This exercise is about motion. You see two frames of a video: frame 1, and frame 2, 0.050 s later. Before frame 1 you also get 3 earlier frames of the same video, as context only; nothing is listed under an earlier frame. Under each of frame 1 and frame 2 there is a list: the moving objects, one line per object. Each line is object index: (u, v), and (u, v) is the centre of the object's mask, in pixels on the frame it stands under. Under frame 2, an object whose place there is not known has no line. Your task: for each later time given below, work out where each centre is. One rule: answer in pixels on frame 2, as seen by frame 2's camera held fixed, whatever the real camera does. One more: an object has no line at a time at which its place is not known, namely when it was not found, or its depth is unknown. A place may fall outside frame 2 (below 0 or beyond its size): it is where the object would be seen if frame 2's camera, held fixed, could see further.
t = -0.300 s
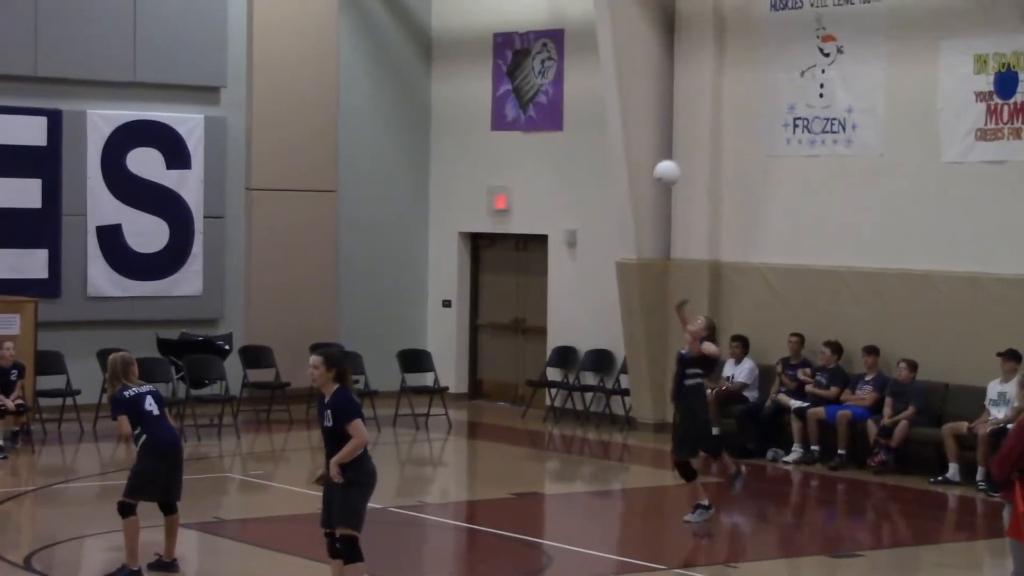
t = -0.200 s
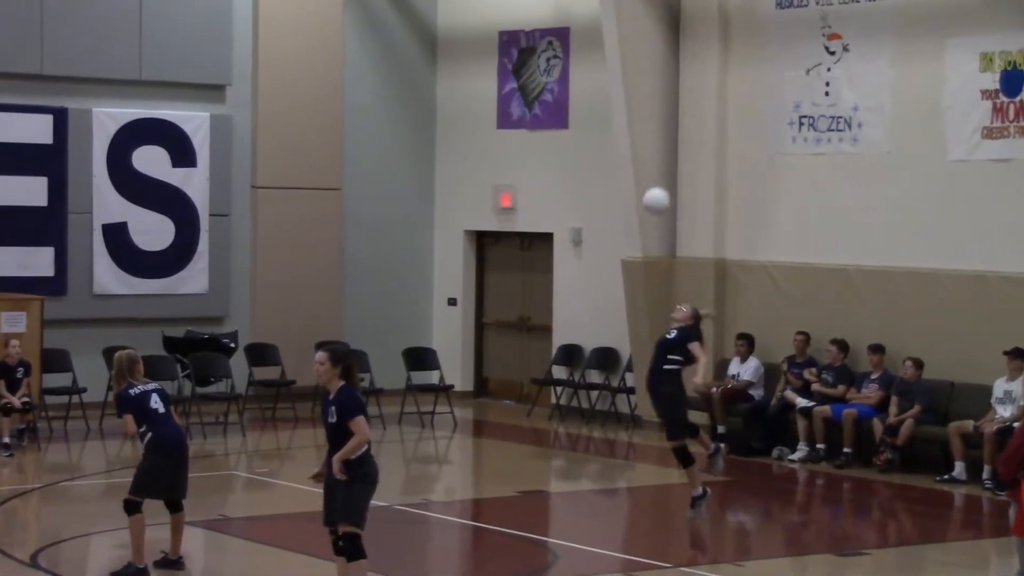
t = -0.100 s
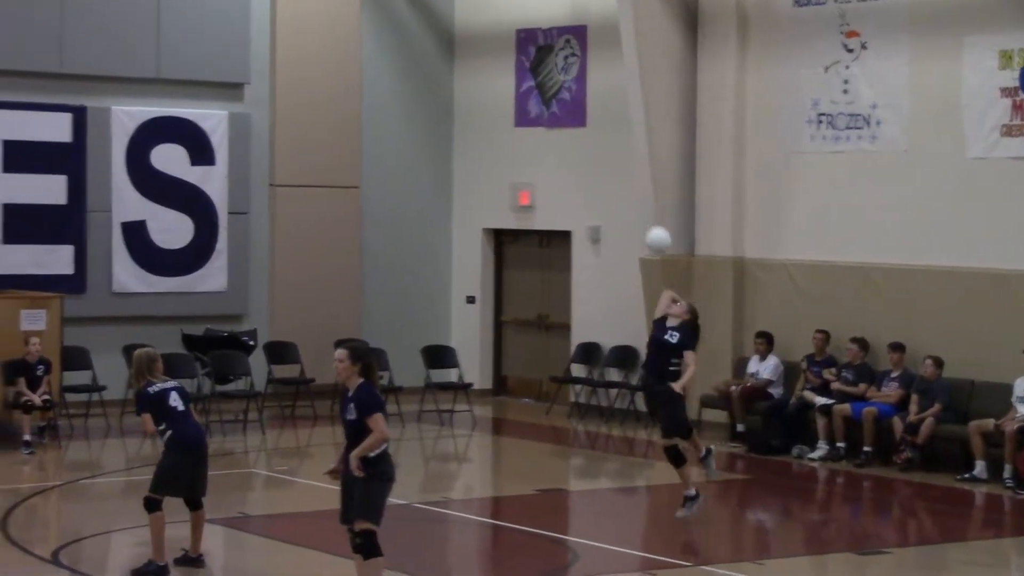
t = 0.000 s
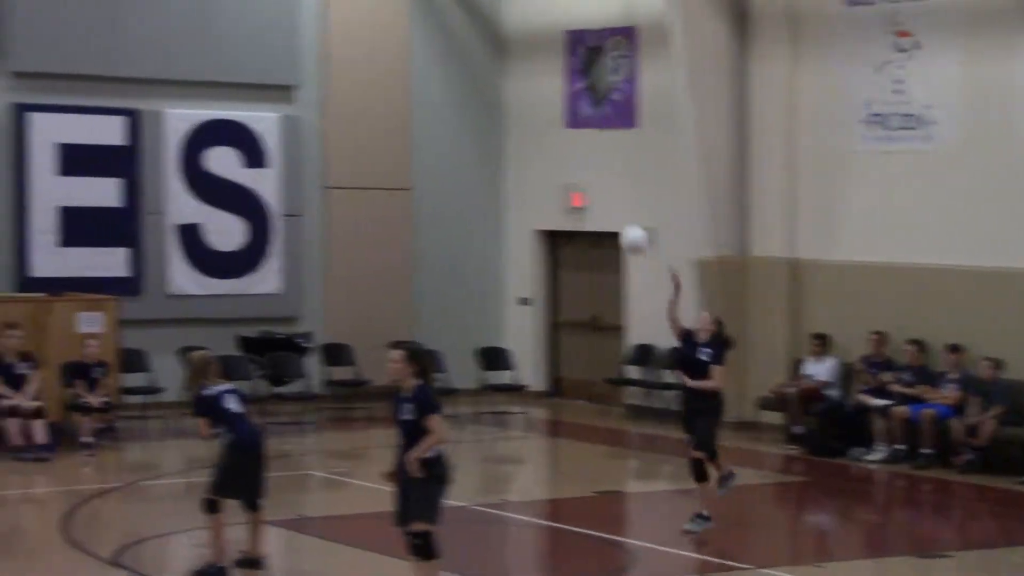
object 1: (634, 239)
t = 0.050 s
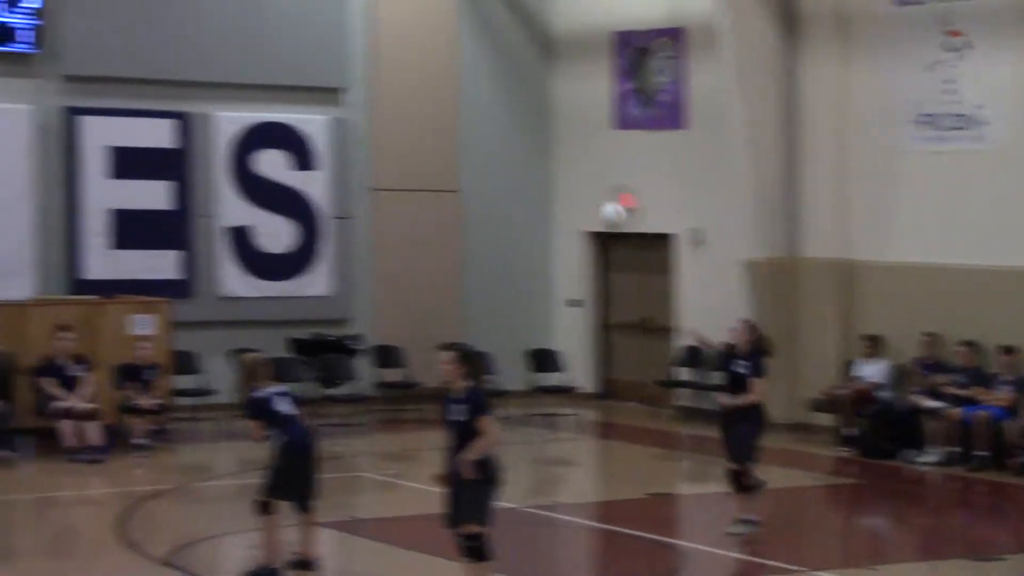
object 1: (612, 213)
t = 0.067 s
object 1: (590, 206)
